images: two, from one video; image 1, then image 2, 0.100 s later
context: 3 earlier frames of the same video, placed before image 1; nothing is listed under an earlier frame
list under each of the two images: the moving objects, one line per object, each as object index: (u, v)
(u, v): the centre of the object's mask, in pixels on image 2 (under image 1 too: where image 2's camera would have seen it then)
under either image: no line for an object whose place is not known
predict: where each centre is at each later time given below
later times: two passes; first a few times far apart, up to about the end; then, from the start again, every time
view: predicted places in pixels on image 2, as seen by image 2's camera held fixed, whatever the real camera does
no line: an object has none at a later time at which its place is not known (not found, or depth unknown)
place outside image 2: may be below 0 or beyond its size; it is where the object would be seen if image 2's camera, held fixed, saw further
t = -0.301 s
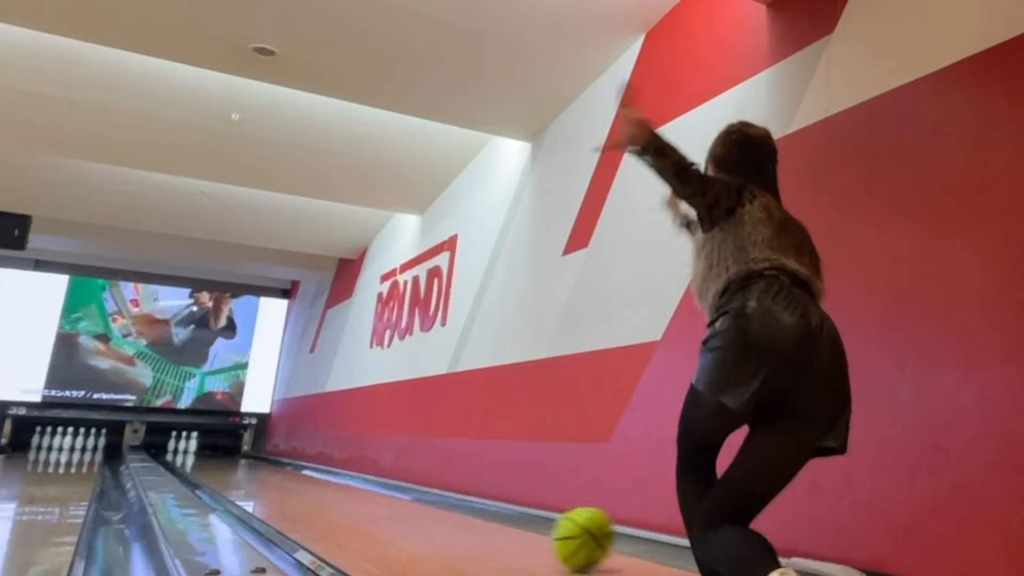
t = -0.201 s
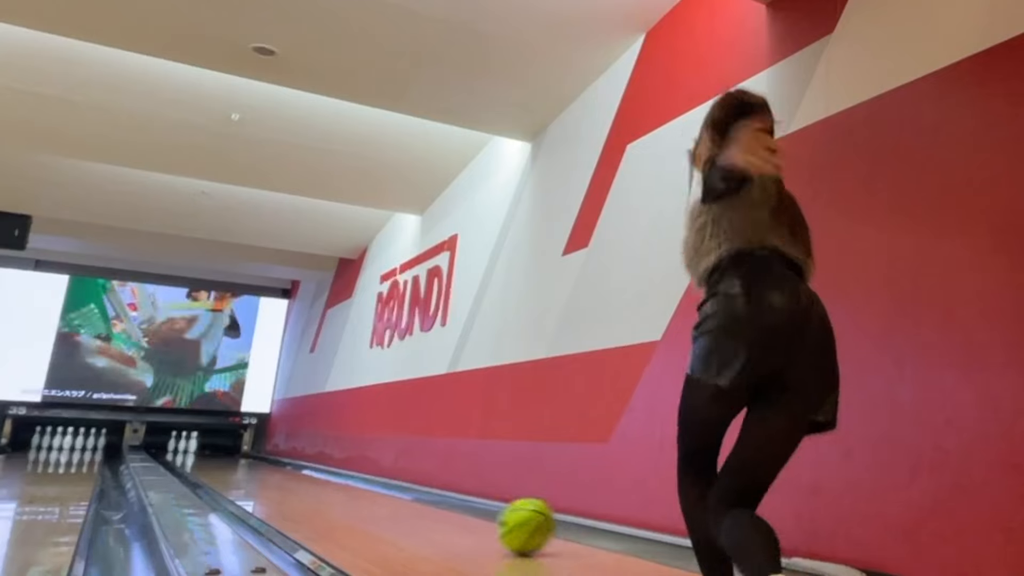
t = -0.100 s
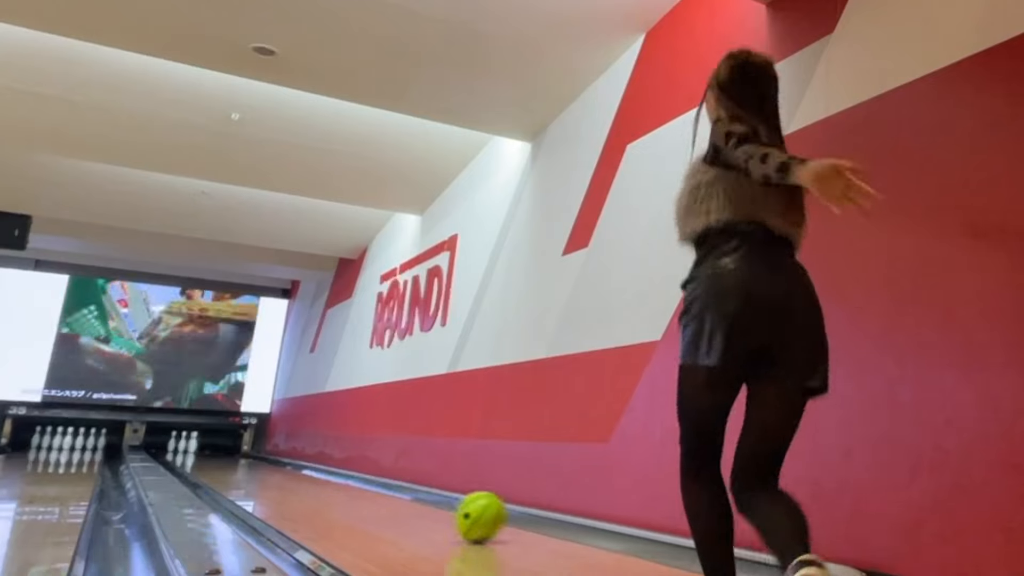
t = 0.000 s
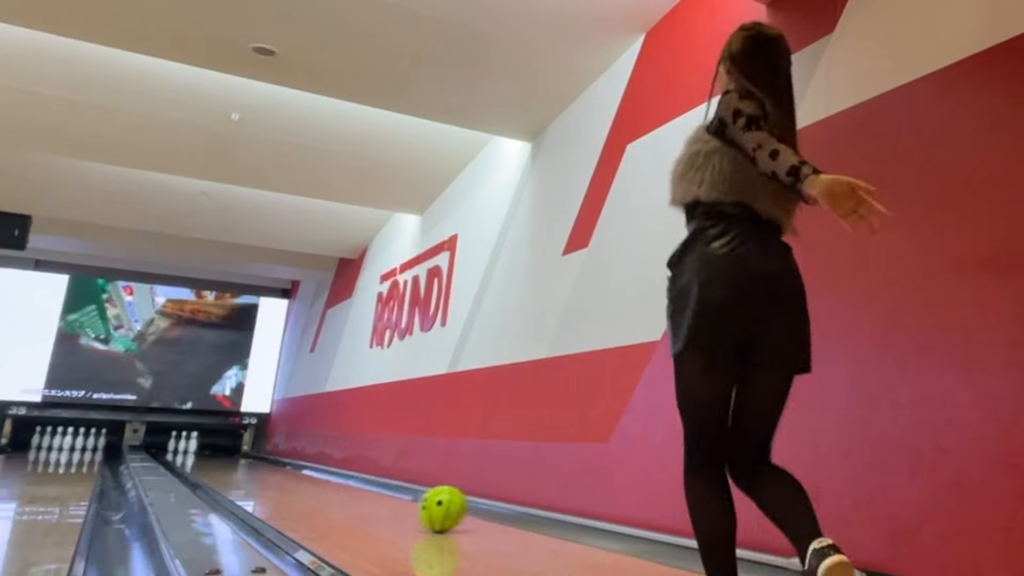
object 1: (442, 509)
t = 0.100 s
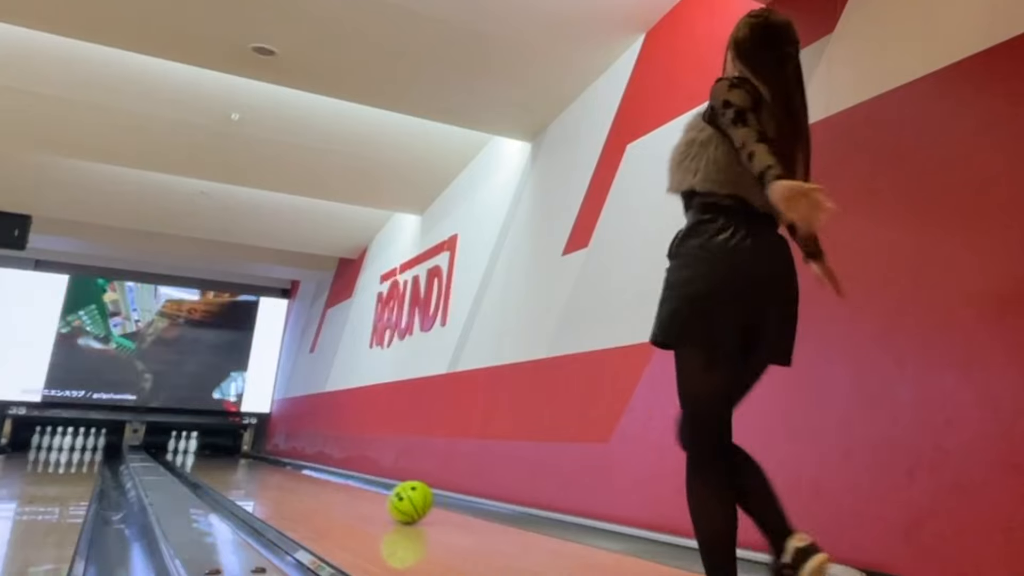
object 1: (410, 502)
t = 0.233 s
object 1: (375, 495)
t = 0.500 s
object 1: (322, 483)
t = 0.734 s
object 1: (288, 476)
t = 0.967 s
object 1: (261, 471)
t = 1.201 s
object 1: (238, 466)
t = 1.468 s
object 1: (217, 462)
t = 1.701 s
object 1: (202, 459)
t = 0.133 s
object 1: (401, 500)
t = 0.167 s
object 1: (392, 498)
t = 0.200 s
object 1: (383, 497)
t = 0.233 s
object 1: (375, 495)
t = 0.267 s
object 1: (367, 494)
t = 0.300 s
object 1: (360, 492)
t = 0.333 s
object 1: (353, 490)
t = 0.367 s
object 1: (346, 489)
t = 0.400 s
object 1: (340, 487)
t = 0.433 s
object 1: (334, 486)
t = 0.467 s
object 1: (328, 485)
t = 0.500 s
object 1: (322, 483)
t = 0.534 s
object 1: (317, 482)
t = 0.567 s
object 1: (311, 481)
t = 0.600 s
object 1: (306, 480)
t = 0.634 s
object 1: (301, 479)
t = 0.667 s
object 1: (297, 478)
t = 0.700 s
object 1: (292, 477)
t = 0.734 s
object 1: (288, 476)
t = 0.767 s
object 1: (284, 475)
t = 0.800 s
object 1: (280, 474)
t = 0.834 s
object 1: (276, 473)
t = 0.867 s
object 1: (271, 472)
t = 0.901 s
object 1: (268, 472)
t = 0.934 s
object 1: (264, 471)
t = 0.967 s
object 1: (261, 471)
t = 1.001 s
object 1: (257, 470)
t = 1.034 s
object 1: (254, 469)
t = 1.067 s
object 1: (251, 468)
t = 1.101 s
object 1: (248, 468)
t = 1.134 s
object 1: (245, 467)
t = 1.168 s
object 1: (241, 466)
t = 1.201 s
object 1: (238, 466)
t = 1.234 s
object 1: (235, 465)
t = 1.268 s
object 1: (233, 465)
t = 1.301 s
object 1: (230, 464)
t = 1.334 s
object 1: (227, 464)
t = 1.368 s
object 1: (225, 464)
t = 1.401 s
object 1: (222, 463)
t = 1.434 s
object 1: (220, 462)
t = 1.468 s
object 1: (217, 462)
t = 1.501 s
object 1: (215, 461)
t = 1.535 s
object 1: (213, 461)
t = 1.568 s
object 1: (210, 460)
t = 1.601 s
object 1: (208, 460)
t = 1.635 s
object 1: (206, 460)
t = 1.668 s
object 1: (204, 460)
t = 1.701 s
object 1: (202, 459)
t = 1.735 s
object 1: (200, 459)
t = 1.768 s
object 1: (199, 458)
